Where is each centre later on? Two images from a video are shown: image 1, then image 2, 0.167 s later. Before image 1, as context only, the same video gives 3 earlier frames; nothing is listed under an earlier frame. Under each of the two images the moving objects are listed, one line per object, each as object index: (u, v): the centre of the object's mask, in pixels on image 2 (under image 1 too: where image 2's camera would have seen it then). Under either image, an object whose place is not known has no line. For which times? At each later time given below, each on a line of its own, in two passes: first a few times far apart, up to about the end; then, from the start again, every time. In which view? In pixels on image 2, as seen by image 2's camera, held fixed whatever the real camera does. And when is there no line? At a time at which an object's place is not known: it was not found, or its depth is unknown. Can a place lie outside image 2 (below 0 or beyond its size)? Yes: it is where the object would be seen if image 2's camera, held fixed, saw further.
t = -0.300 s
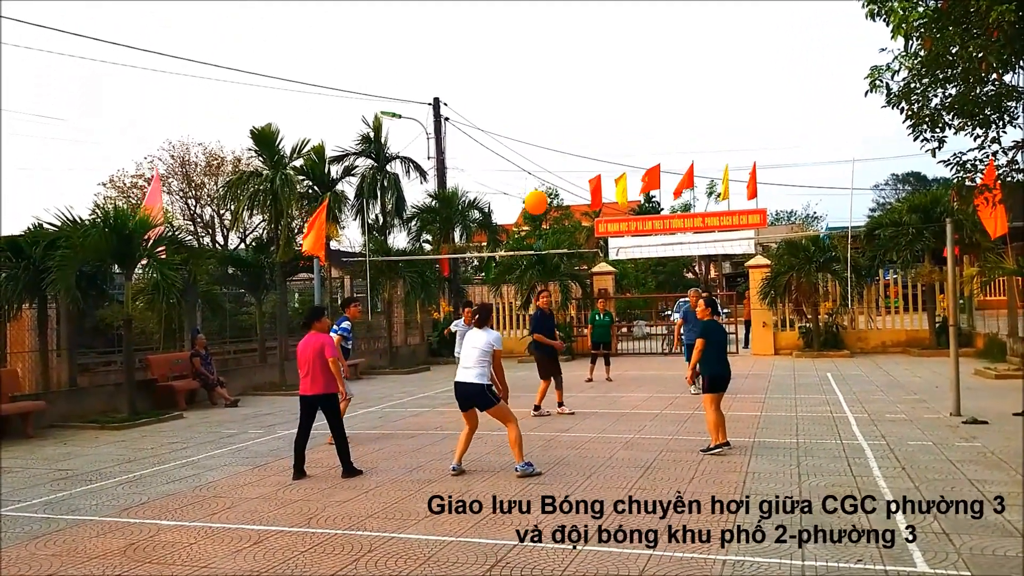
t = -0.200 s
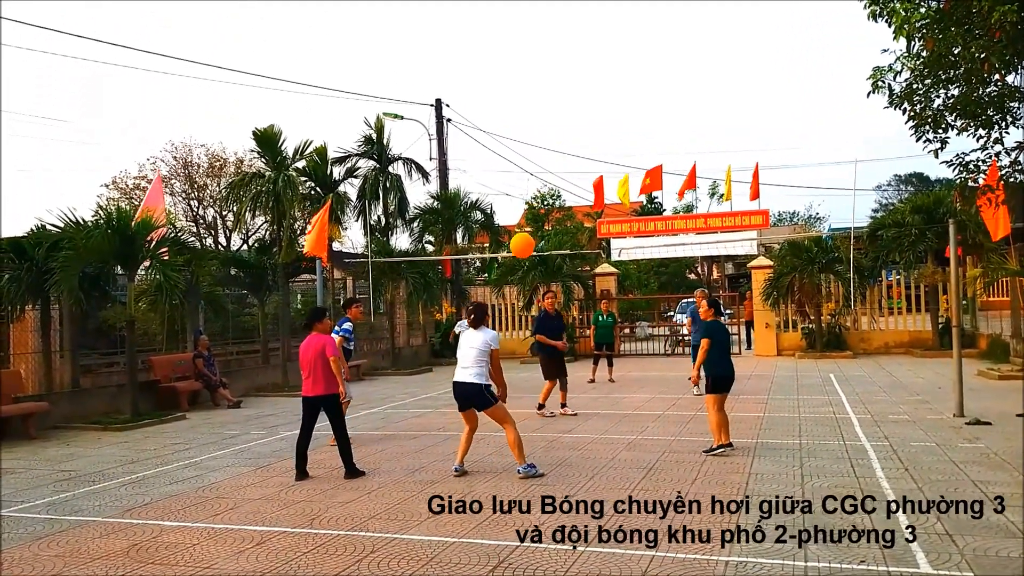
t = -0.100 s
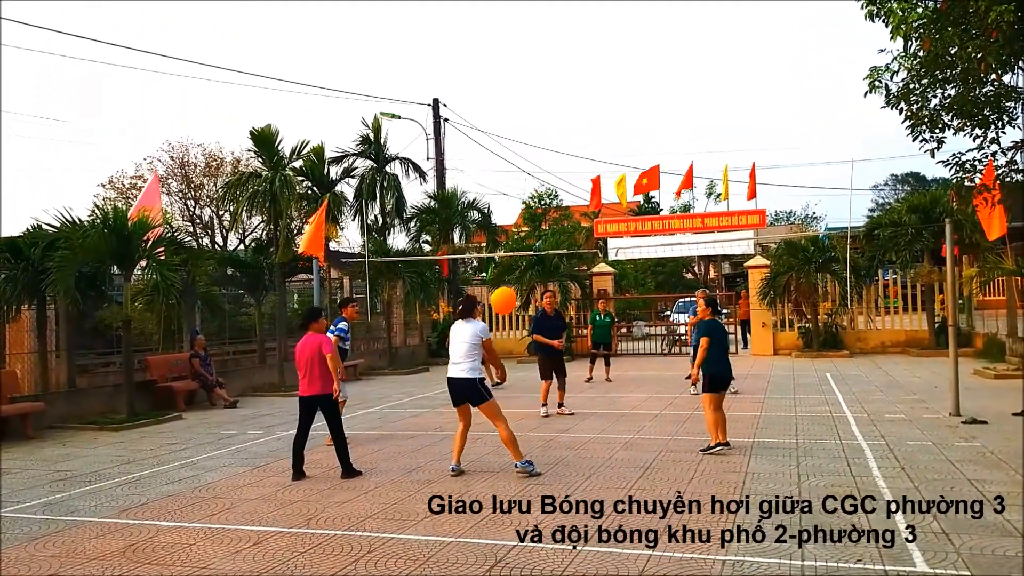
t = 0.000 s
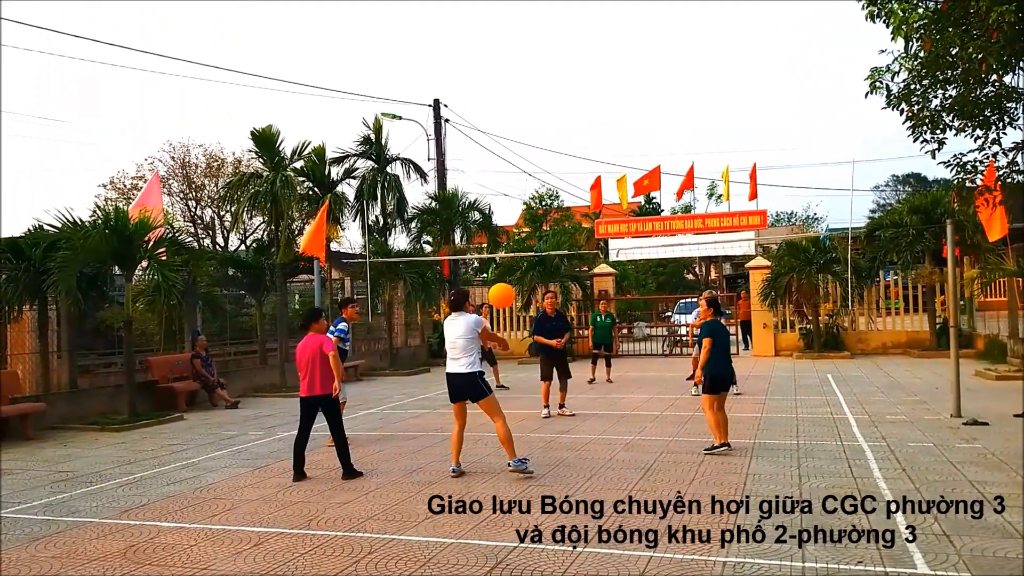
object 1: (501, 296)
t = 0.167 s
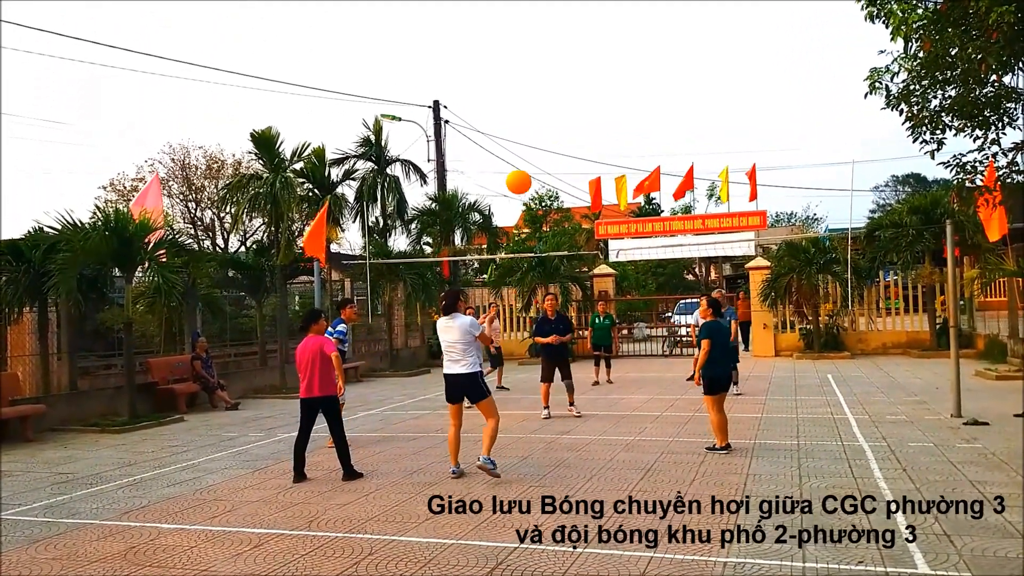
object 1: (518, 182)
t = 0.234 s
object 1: (525, 147)
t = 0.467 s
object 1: (547, 73)
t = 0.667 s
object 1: (563, 54)
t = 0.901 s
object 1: (581, 80)
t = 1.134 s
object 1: (598, 150)
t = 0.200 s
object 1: (522, 164)
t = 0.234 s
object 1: (525, 147)
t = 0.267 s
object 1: (528, 132)
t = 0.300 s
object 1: (532, 119)
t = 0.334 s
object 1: (535, 107)
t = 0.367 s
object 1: (538, 97)
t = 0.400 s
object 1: (541, 88)
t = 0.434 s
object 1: (544, 80)
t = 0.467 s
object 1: (547, 73)
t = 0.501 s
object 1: (550, 67)
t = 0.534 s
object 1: (553, 62)
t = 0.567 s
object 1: (555, 59)
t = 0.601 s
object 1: (558, 56)
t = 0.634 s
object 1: (560, 55)
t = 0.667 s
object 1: (563, 54)
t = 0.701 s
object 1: (565, 55)
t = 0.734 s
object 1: (568, 57)
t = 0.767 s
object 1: (571, 59)
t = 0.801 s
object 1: (574, 63)
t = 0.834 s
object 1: (577, 67)
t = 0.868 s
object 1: (579, 73)
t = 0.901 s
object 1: (581, 80)
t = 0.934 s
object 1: (584, 87)
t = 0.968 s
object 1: (587, 95)
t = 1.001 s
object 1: (589, 104)
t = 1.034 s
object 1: (591, 114)
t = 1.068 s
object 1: (594, 125)
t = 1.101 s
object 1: (597, 137)
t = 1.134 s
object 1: (598, 150)
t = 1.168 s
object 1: (600, 163)
